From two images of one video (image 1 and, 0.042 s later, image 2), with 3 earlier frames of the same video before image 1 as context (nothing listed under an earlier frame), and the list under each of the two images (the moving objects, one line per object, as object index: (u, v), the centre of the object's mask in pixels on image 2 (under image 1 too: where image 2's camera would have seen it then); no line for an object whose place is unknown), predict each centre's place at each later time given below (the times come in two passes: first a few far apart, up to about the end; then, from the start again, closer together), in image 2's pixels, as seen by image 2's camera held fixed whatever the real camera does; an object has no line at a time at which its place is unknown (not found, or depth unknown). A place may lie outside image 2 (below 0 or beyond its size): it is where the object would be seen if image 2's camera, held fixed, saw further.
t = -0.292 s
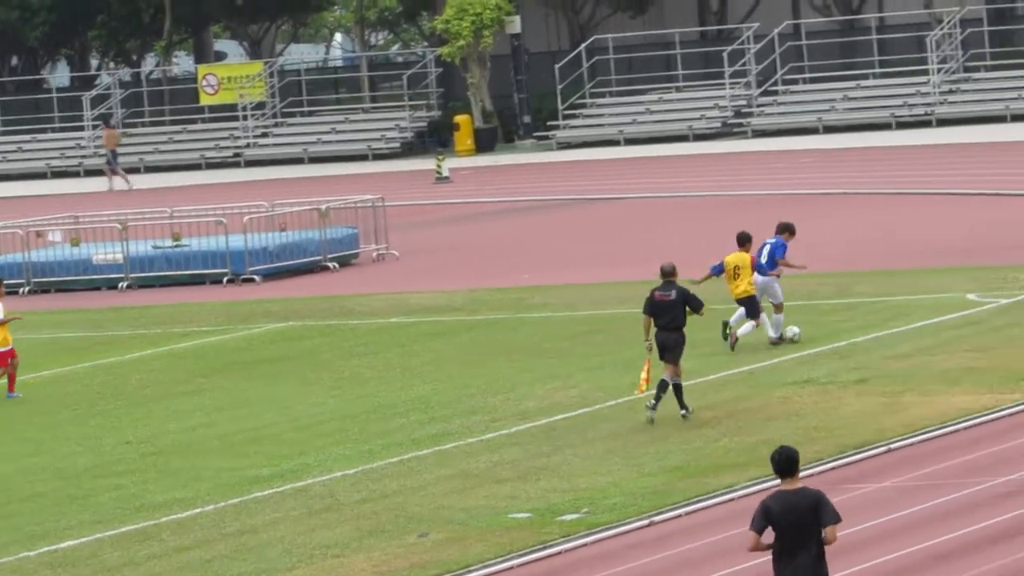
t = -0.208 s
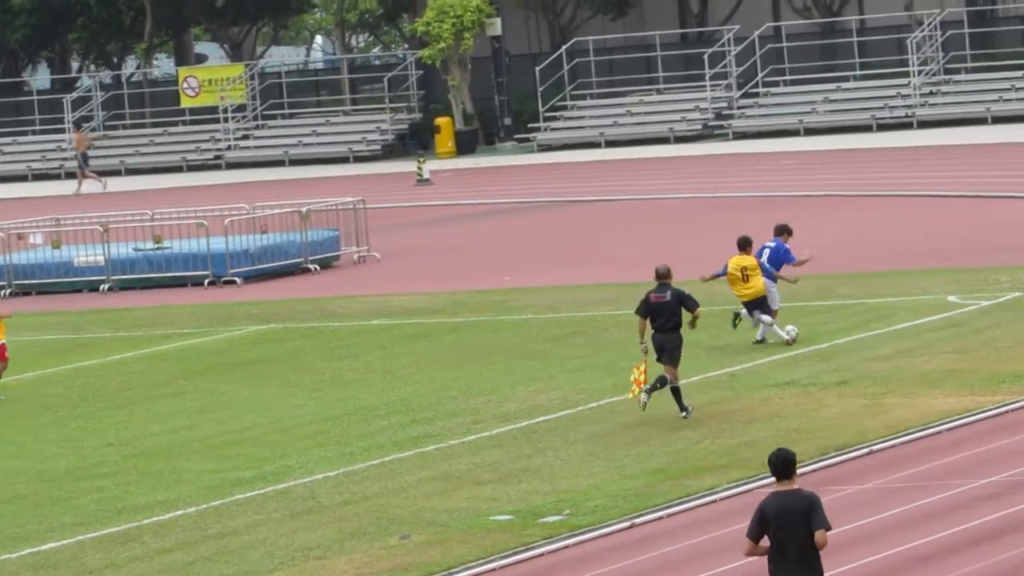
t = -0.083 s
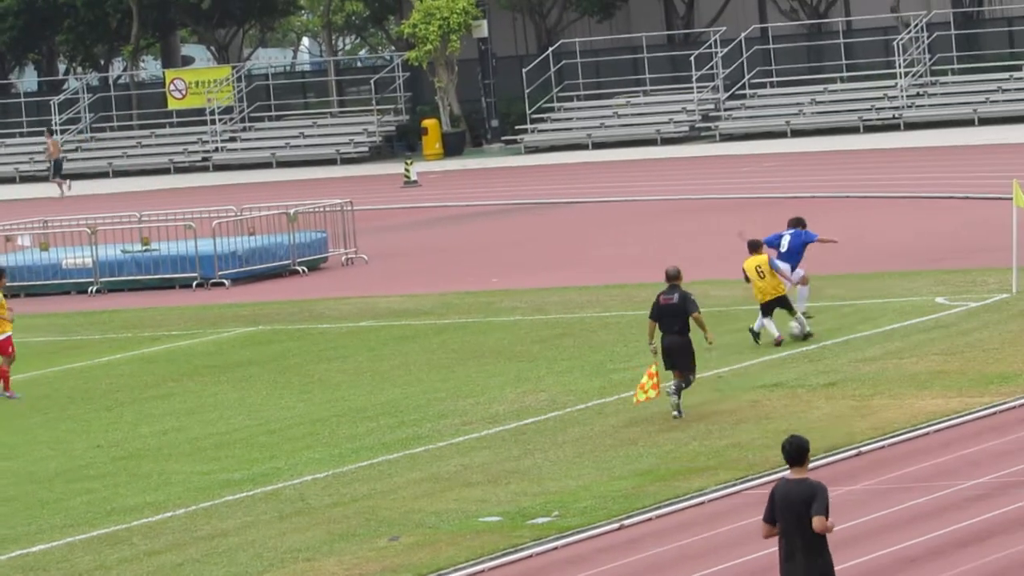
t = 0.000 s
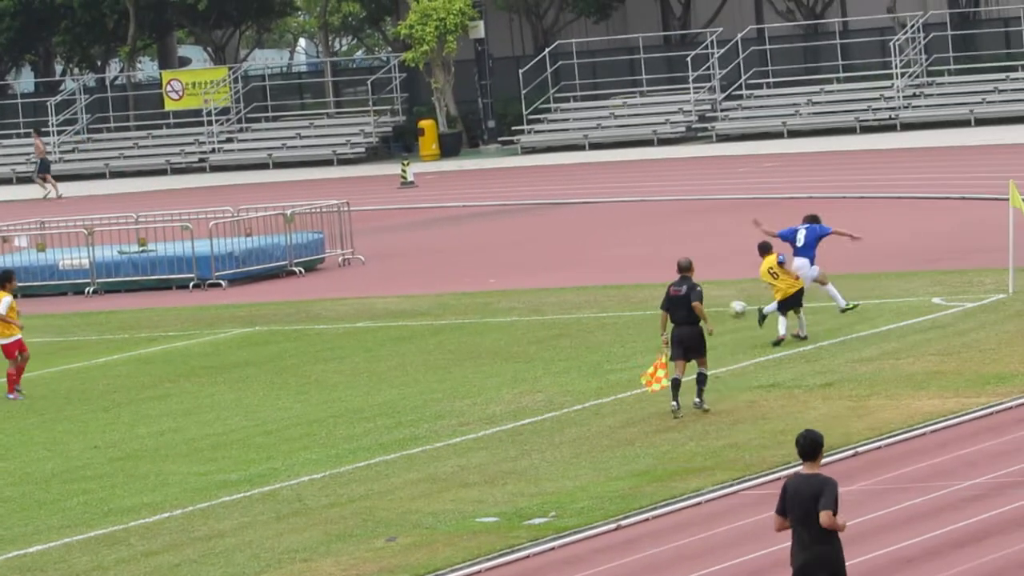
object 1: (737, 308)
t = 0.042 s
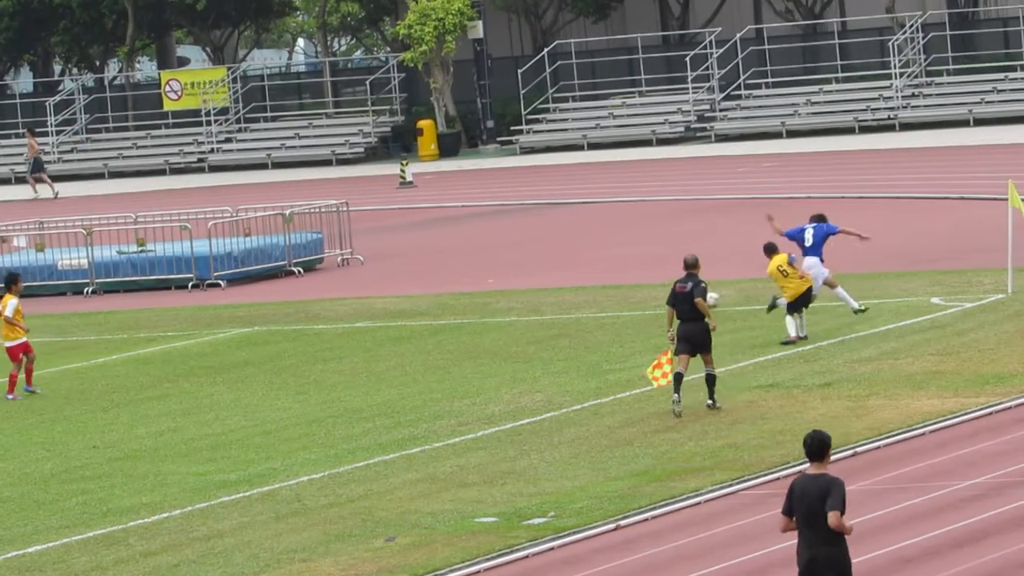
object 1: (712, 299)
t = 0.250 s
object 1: (583, 275)
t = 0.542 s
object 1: (420, 292)
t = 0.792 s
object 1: (293, 350)
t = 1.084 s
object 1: (226, 328)
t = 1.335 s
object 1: (176, 349)
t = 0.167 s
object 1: (632, 281)
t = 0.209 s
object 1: (608, 277)
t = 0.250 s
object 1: (583, 275)
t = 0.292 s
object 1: (559, 274)
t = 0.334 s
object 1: (534, 273)
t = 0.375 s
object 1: (511, 275)
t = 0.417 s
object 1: (488, 277)
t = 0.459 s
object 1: (465, 281)
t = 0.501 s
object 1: (442, 286)
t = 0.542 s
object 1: (420, 292)
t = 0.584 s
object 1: (397, 300)
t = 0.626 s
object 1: (376, 307)
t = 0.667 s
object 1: (354, 318)
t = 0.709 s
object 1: (333, 328)
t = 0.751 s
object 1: (313, 340)
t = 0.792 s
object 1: (293, 350)
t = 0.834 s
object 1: (283, 343)
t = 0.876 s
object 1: (273, 337)
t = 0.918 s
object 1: (263, 333)
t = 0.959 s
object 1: (253, 329)
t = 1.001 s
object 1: (244, 328)
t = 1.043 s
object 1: (235, 327)
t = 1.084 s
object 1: (226, 328)
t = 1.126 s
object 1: (218, 330)
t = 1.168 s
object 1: (209, 333)
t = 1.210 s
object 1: (201, 337)
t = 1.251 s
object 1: (193, 343)
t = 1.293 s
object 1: (184, 350)
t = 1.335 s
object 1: (176, 349)
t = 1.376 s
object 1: (167, 346)
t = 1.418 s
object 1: (158, 343)
